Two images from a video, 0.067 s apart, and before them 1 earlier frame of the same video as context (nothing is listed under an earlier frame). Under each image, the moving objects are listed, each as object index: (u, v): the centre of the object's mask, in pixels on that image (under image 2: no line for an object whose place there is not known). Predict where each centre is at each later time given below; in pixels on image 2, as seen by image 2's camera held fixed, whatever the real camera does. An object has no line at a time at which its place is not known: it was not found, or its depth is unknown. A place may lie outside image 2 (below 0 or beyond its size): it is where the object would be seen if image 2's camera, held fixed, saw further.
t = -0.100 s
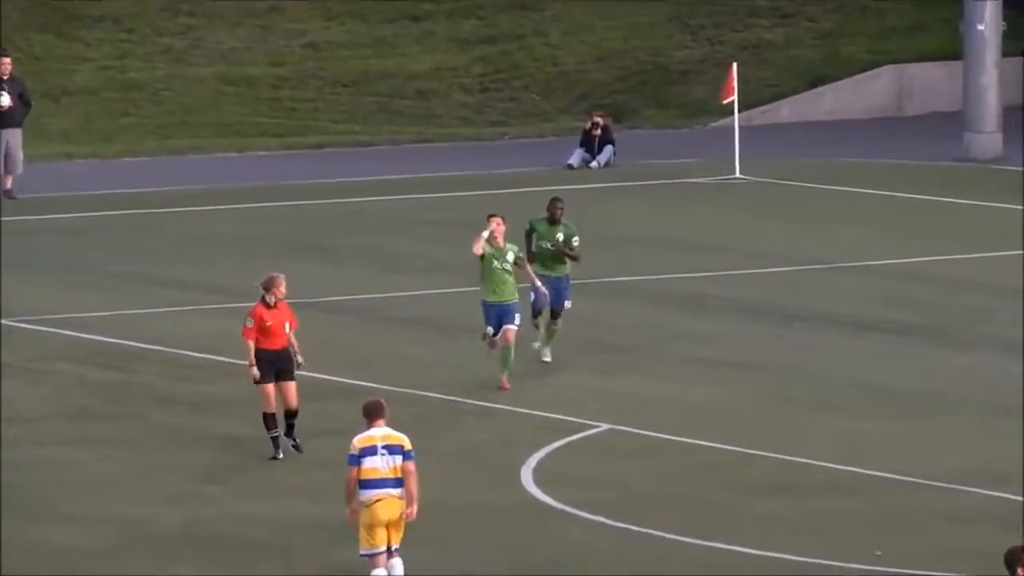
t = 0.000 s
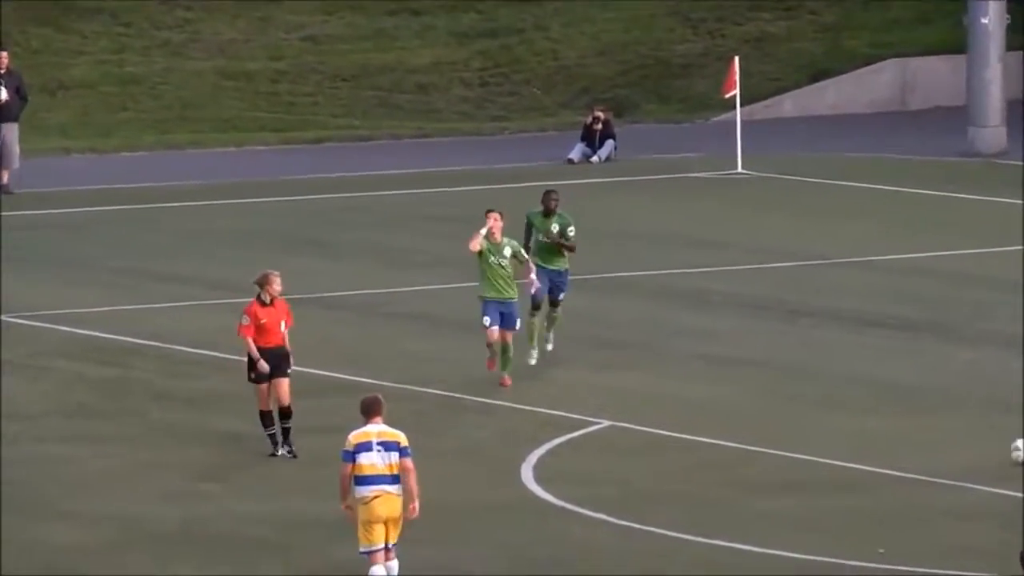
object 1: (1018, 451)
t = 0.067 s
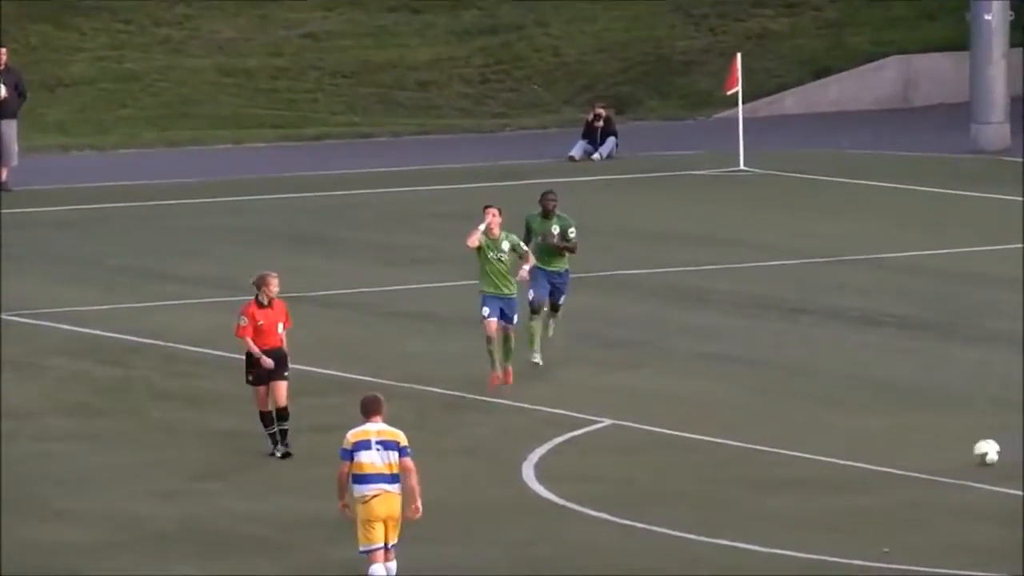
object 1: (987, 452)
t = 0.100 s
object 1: (967, 452)
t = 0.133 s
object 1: (946, 453)
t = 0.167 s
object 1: (926, 453)
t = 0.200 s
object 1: (907, 453)
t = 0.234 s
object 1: (887, 454)
